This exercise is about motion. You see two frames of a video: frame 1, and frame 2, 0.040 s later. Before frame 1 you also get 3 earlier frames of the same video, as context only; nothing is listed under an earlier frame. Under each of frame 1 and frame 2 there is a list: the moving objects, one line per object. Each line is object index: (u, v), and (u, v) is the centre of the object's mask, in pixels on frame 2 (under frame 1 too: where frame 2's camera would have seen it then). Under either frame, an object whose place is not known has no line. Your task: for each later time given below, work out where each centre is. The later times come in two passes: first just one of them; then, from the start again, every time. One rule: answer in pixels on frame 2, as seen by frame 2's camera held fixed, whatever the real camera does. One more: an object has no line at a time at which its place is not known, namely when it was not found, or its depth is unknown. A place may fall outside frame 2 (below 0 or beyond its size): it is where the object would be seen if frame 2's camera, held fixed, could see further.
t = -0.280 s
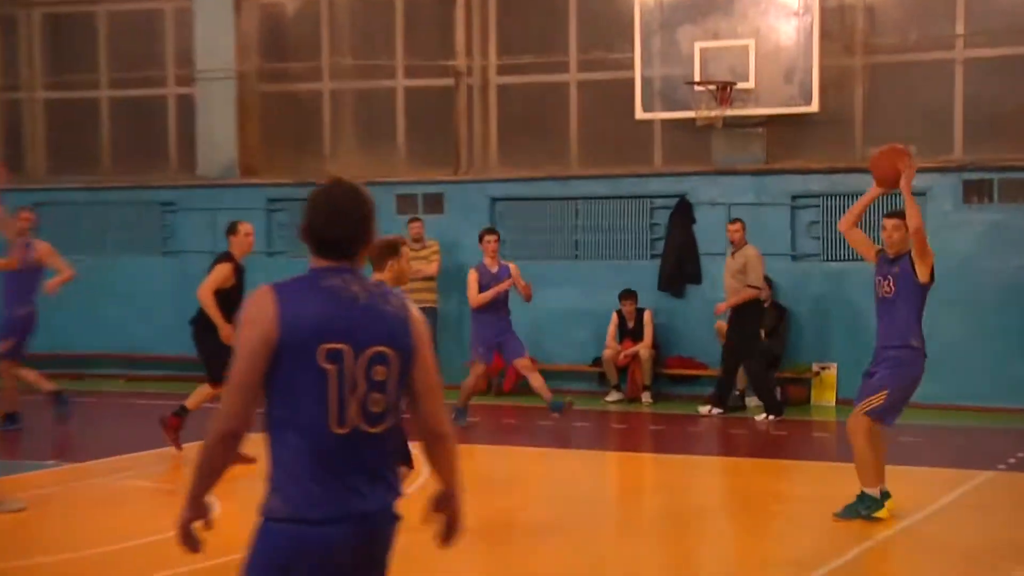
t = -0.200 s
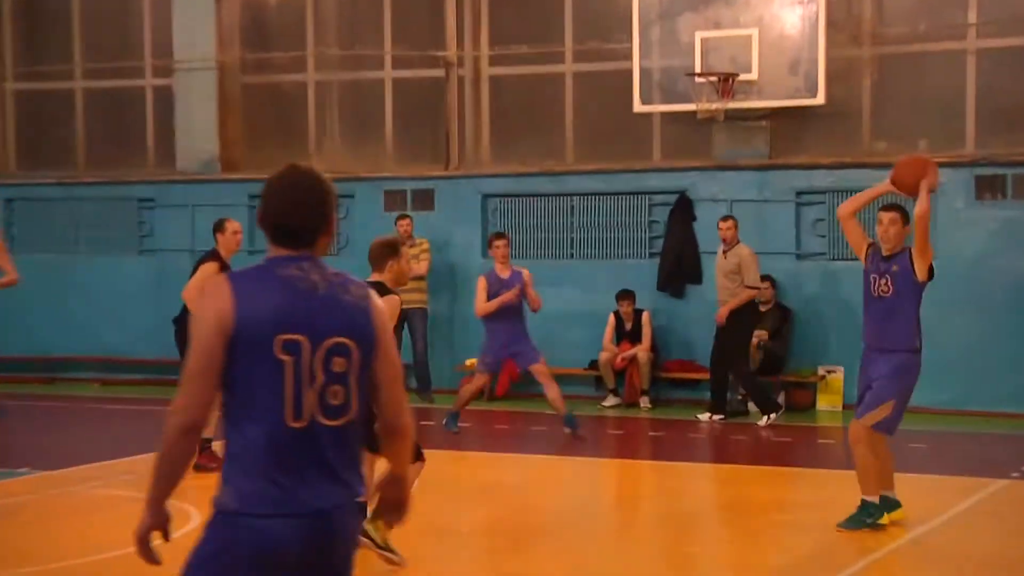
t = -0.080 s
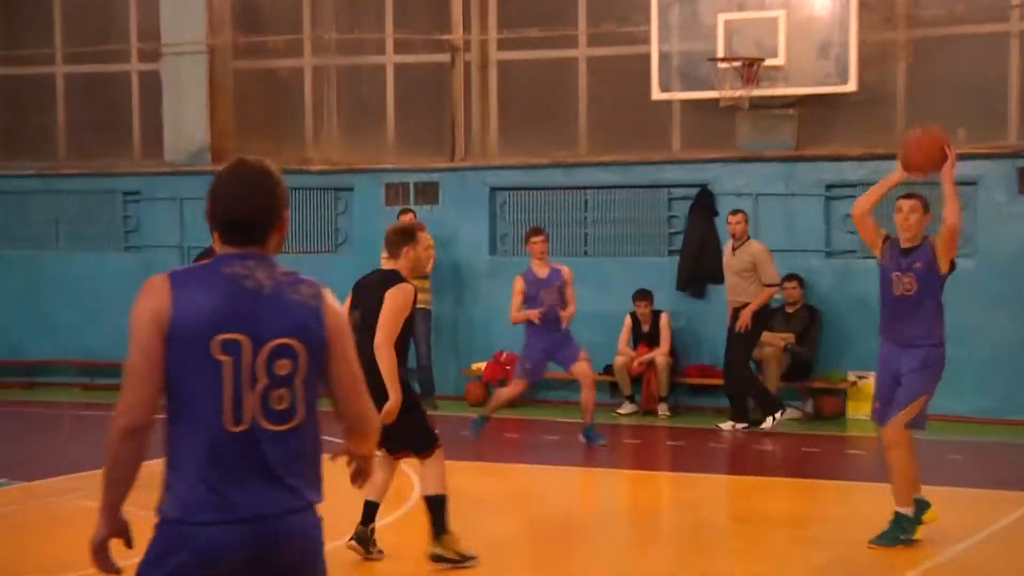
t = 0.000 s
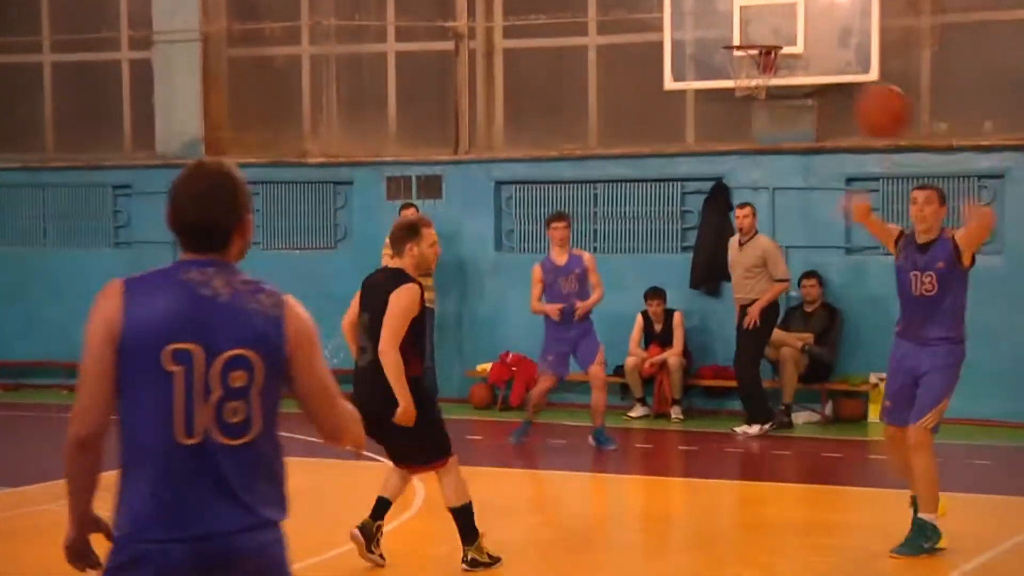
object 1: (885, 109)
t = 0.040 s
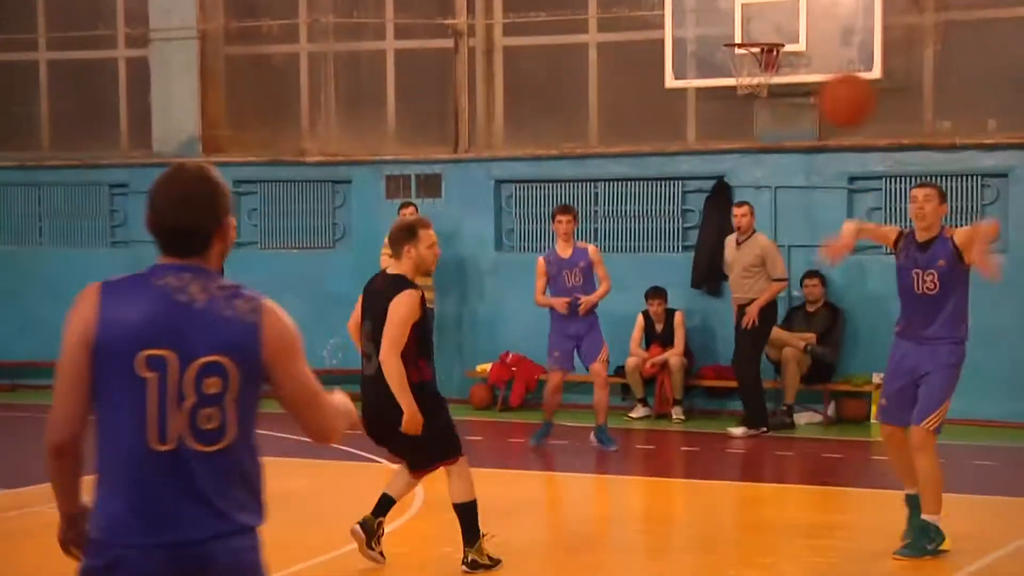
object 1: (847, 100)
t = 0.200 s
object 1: (650, 100)
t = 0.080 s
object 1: (802, 95)
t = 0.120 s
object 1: (756, 92)
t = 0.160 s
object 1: (706, 94)
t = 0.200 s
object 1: (650, 100)
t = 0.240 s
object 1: (592, 110)
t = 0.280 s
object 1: (529, 128)
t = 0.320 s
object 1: (459, 153)
